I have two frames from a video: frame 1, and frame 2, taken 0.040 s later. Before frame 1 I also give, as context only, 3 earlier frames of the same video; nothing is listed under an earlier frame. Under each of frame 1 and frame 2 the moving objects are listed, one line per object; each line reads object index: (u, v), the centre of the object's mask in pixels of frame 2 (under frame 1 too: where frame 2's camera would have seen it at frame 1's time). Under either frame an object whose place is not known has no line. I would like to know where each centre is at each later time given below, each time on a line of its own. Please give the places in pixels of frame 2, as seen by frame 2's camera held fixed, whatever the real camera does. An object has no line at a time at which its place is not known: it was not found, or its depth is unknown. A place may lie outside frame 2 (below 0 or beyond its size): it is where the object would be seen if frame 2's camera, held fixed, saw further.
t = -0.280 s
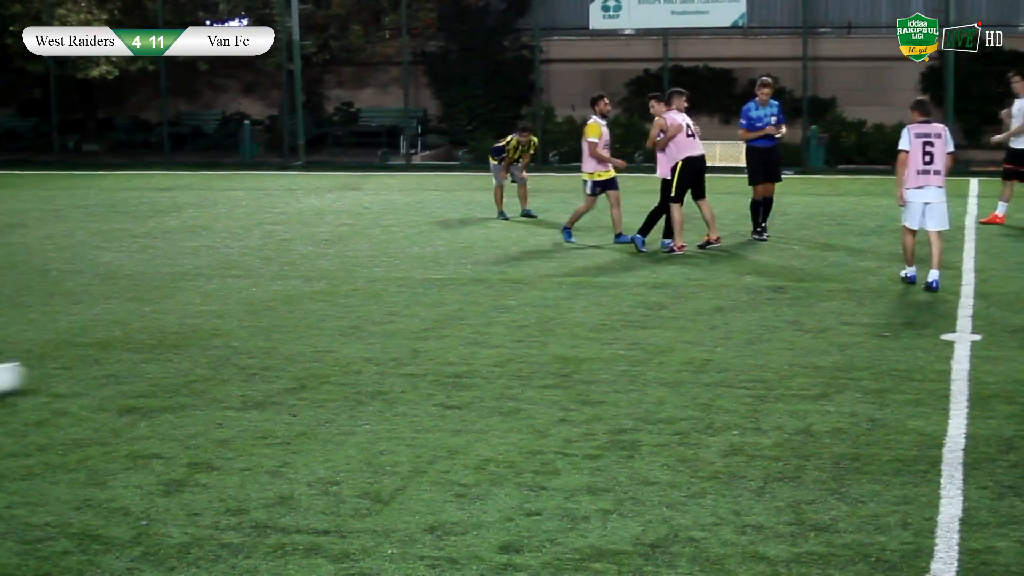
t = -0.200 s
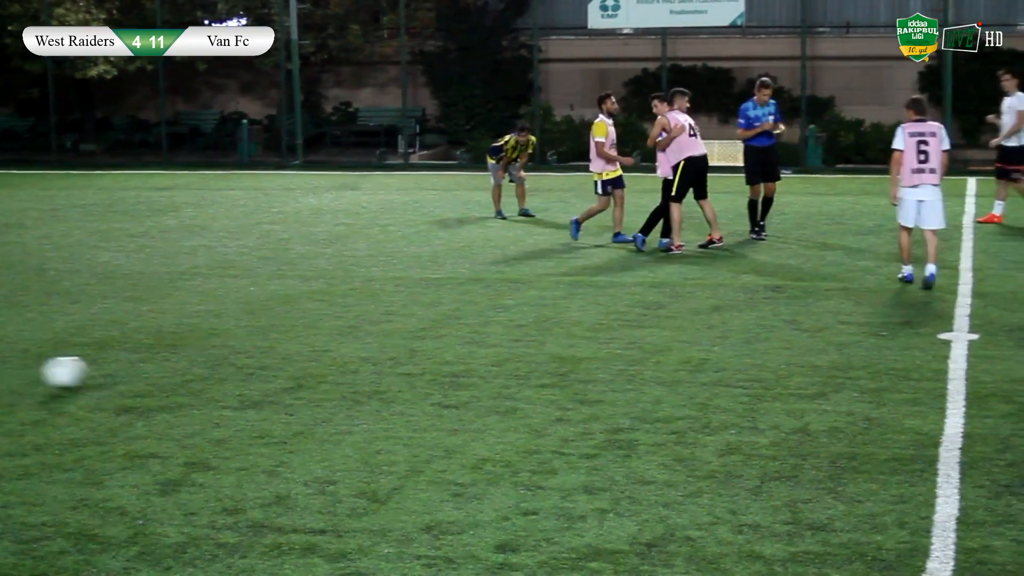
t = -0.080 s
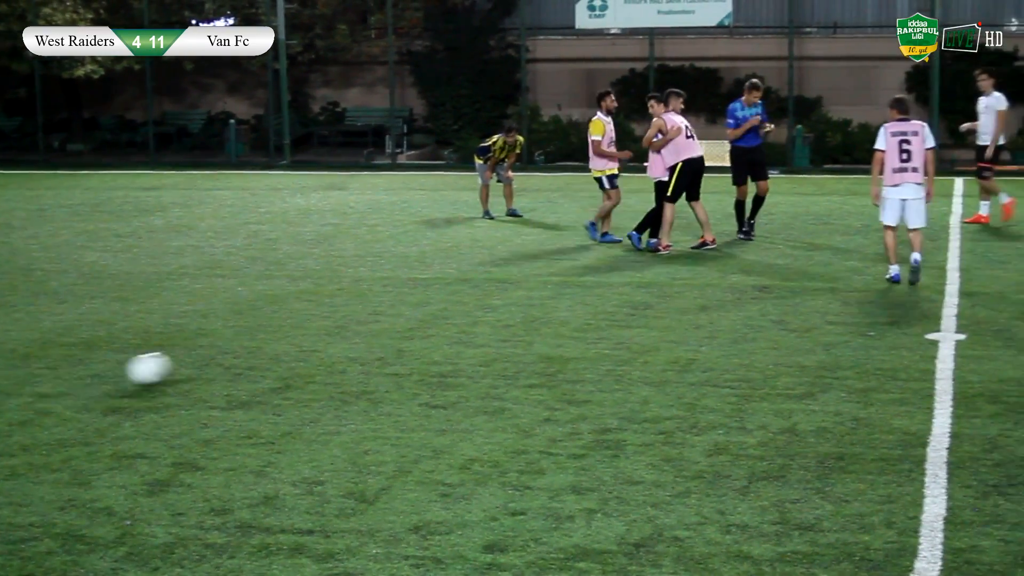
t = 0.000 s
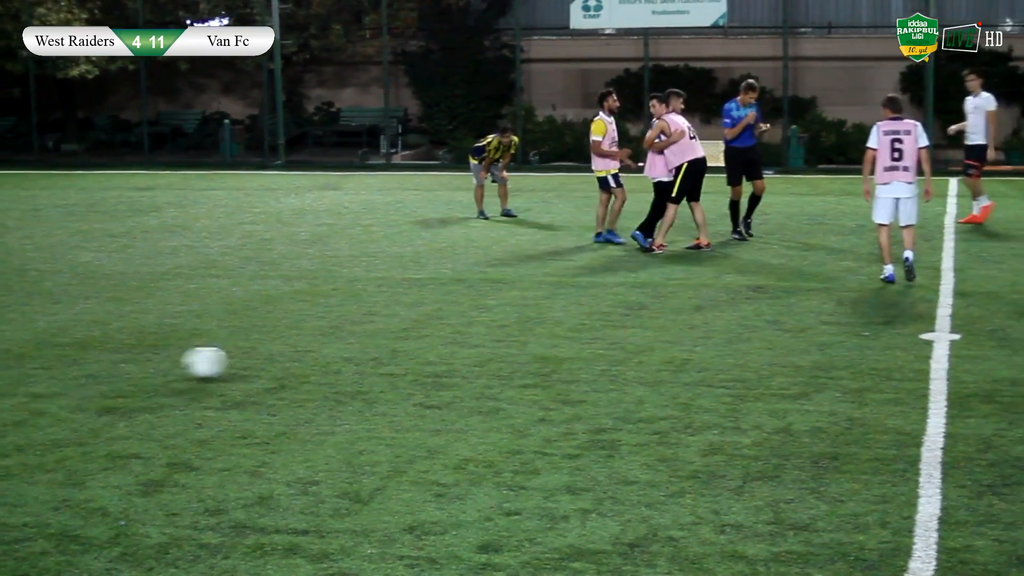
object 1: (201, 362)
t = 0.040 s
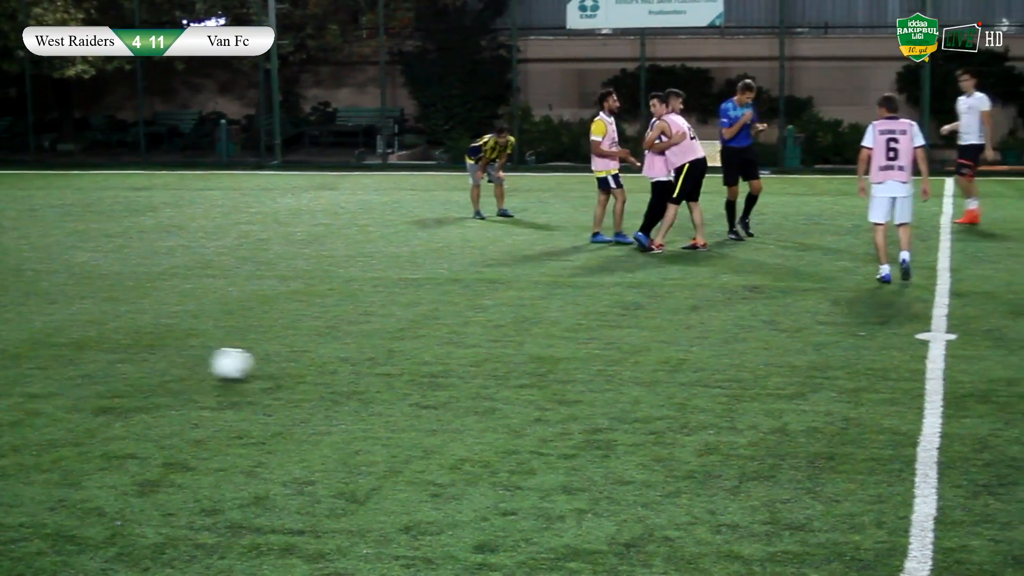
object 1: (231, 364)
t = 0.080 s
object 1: (262, 365)
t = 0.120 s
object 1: (292, 361)
